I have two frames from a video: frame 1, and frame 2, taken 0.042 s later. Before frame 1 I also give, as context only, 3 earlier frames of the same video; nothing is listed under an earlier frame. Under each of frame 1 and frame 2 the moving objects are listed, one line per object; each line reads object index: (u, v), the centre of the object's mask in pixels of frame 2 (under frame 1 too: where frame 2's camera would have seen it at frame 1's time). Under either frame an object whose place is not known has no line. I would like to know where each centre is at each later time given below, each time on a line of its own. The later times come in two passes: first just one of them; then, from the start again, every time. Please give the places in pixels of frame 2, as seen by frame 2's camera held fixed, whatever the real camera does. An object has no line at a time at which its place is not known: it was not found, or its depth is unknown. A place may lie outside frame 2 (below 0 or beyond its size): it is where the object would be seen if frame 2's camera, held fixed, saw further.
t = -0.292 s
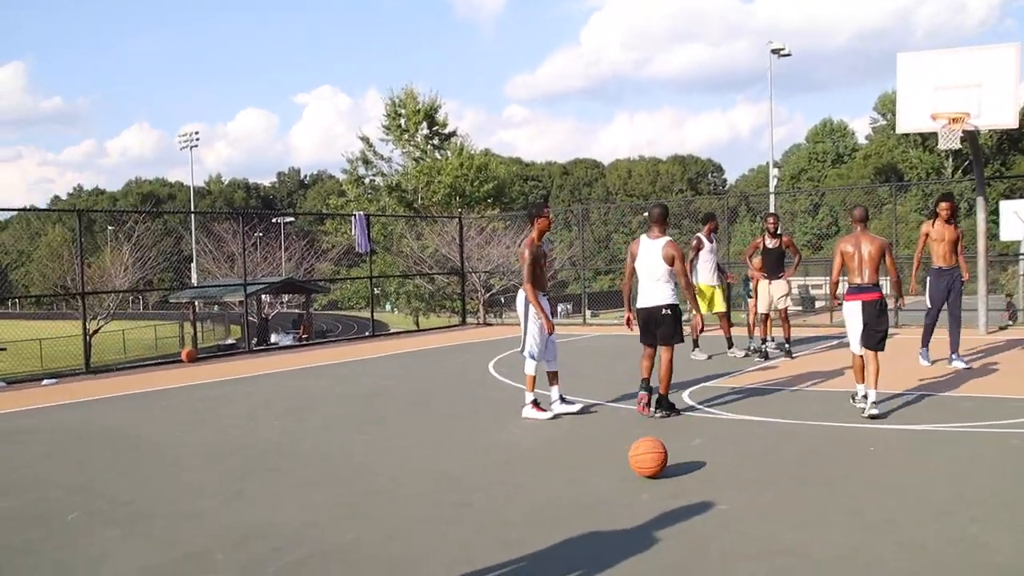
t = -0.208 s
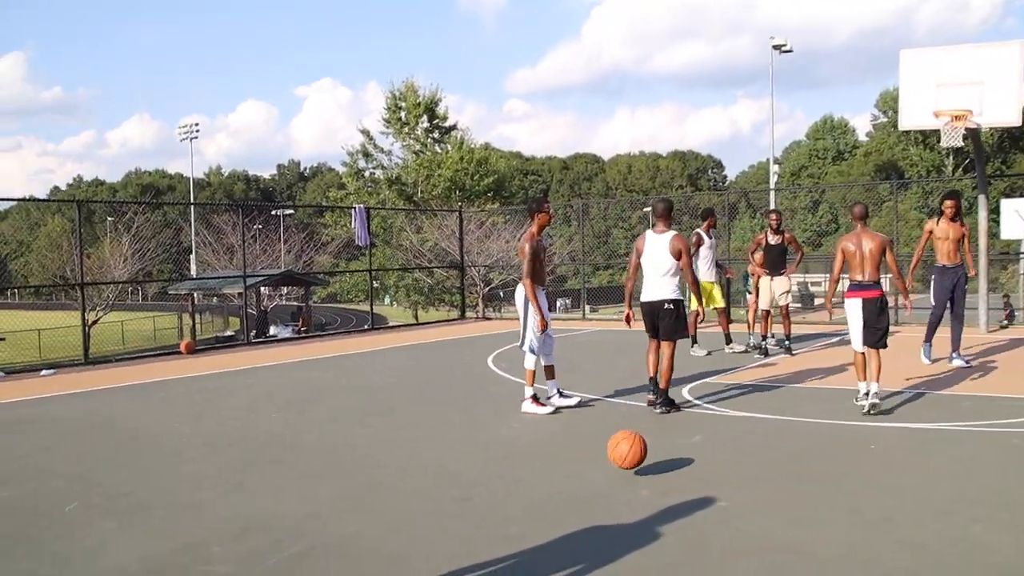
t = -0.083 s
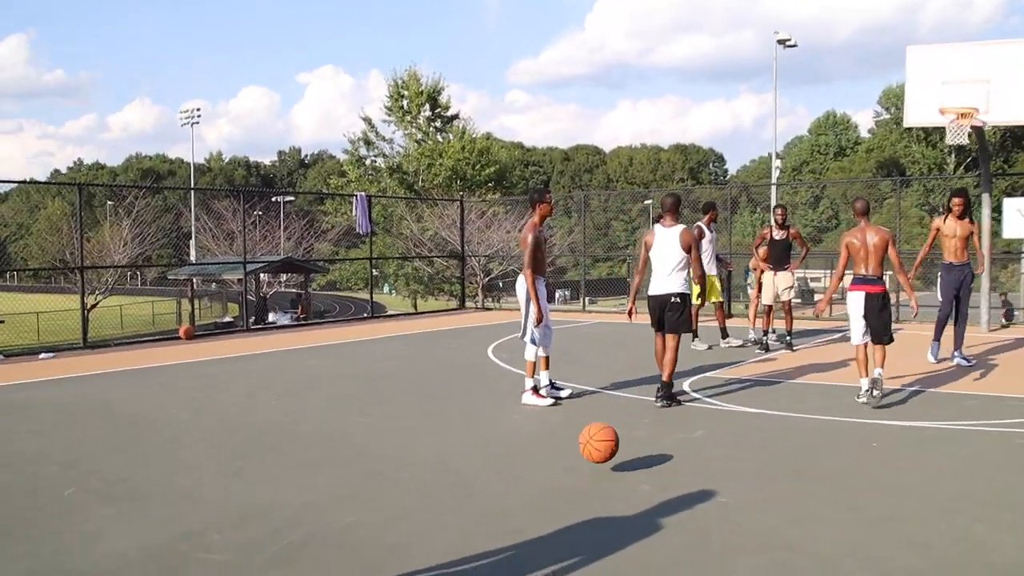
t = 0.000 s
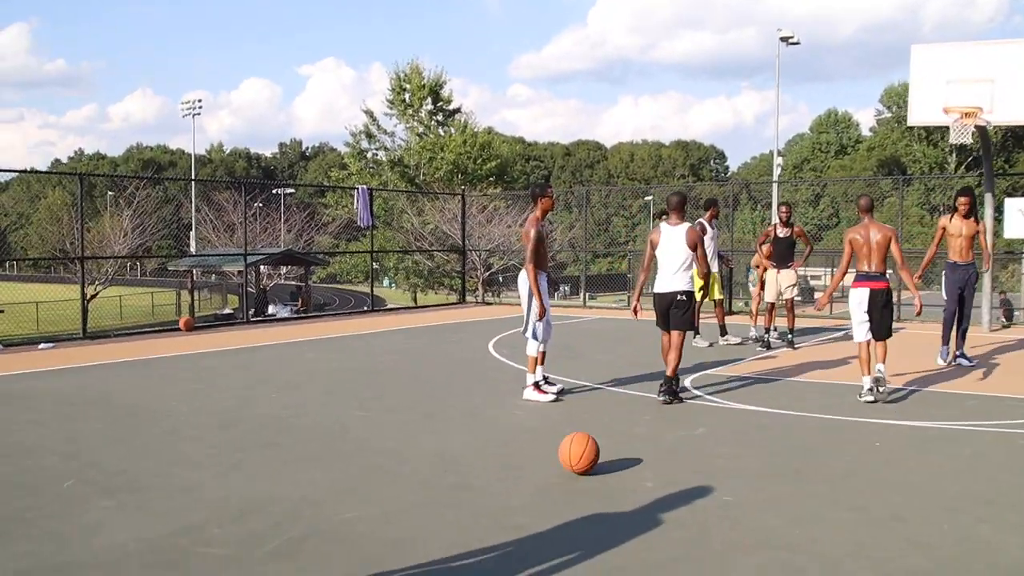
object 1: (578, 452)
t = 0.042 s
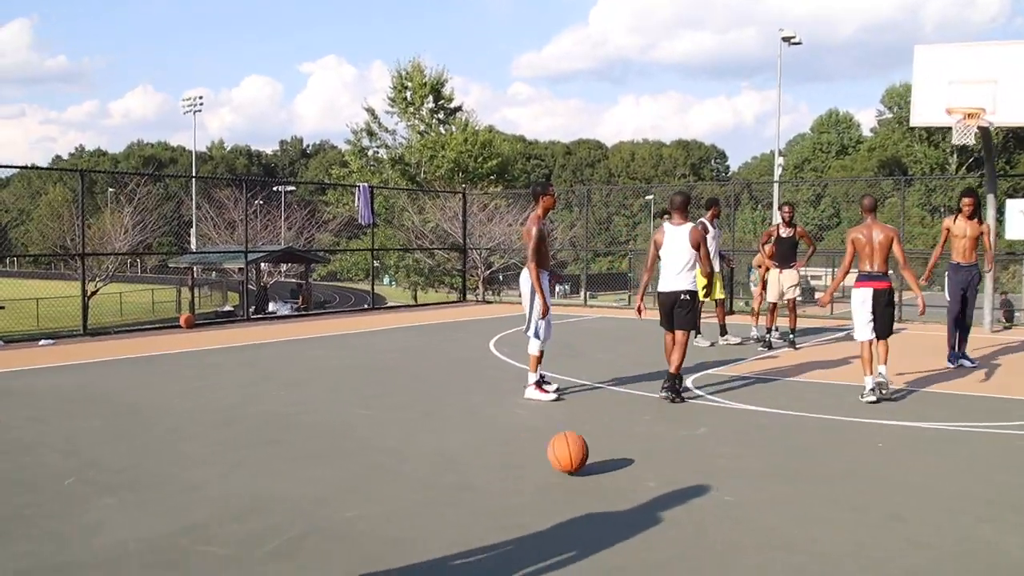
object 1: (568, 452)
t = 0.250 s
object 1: (524, 461)
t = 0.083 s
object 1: (560, 449)
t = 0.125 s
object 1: (550, 448)
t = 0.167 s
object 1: (544, 450)
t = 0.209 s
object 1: (533, 456)
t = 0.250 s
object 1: (524, 461)
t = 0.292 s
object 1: (512, 458)
